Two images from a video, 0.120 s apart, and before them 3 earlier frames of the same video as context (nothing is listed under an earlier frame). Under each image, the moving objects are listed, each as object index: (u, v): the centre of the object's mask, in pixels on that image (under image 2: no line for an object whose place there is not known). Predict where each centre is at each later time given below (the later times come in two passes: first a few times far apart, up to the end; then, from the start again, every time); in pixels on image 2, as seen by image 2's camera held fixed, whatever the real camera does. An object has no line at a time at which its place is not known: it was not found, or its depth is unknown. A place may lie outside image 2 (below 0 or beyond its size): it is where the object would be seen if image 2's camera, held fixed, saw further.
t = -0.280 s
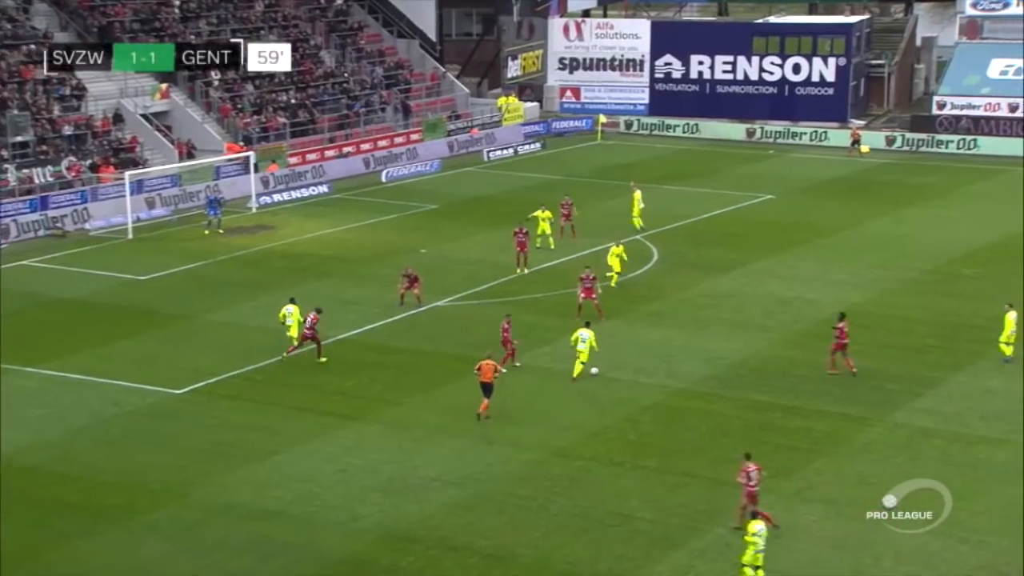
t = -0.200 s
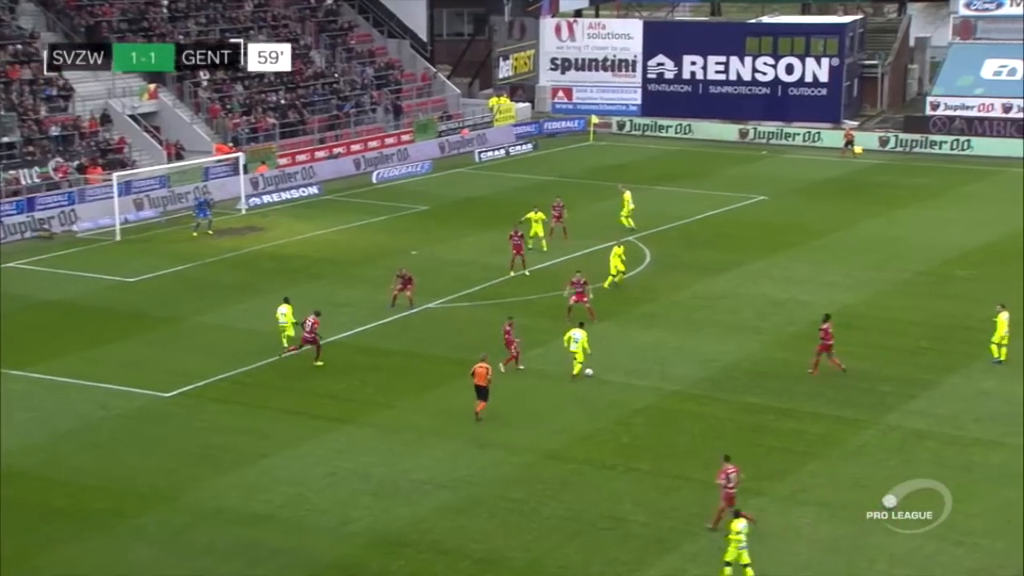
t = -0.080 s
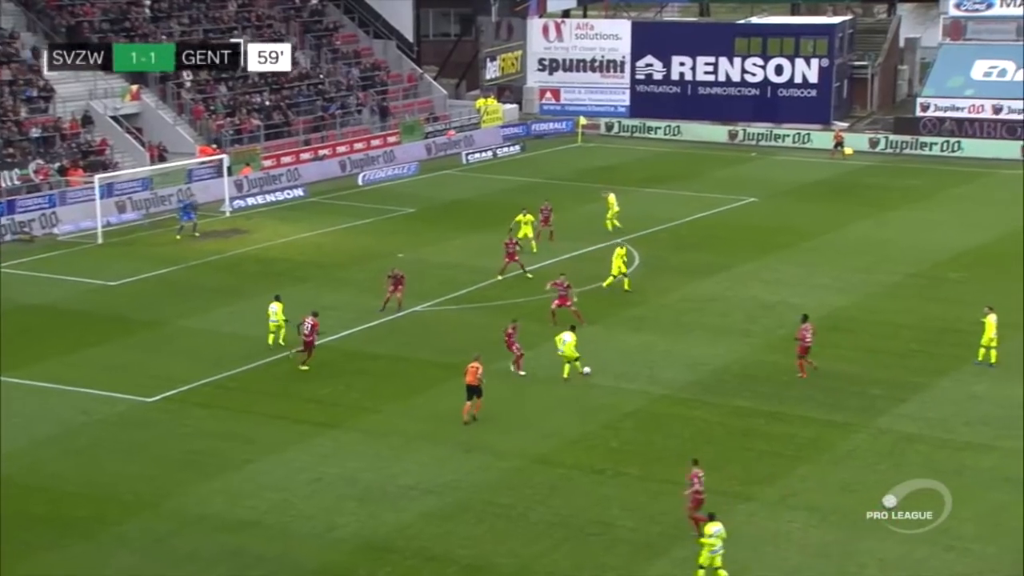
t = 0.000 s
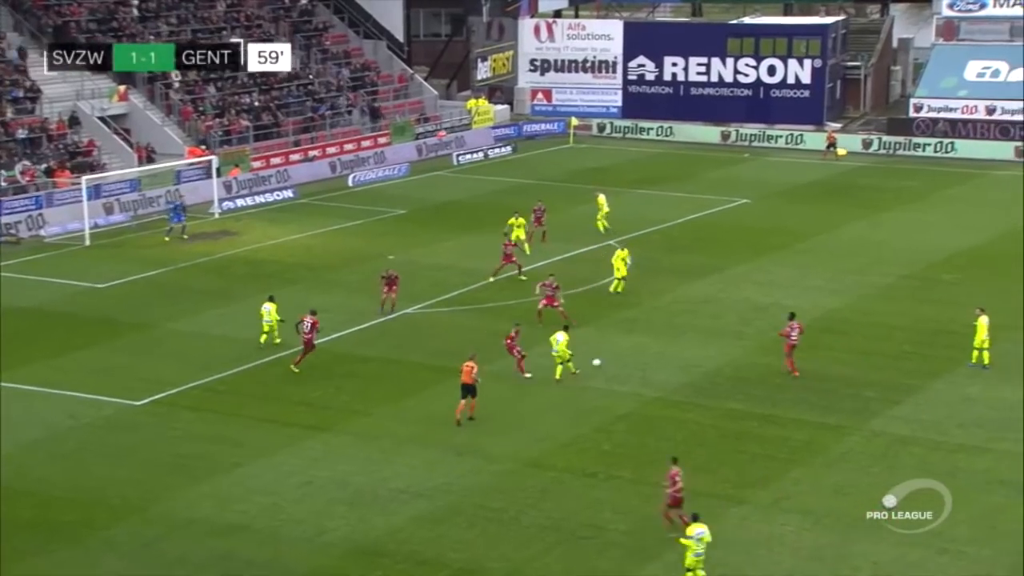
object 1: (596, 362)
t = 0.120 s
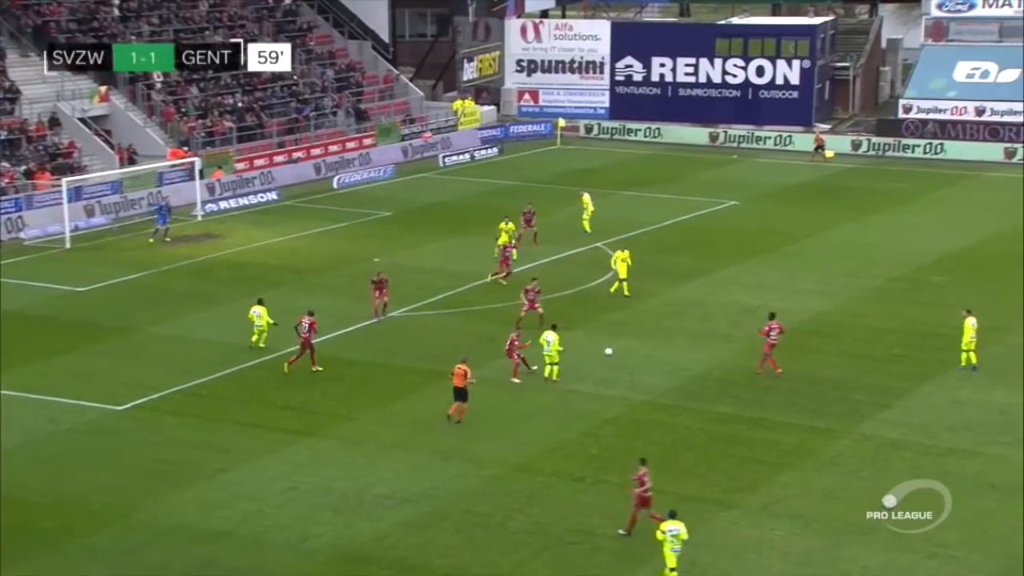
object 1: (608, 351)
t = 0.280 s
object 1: (636, 336)
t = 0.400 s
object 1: (654, 325)
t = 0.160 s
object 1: (615, 347)
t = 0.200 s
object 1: (623, 343)
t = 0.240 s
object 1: (629, 339)
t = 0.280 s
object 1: (636, 336)
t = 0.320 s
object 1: (642, 332)
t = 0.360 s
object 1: (648, 328)
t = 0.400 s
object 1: (654, 325)
